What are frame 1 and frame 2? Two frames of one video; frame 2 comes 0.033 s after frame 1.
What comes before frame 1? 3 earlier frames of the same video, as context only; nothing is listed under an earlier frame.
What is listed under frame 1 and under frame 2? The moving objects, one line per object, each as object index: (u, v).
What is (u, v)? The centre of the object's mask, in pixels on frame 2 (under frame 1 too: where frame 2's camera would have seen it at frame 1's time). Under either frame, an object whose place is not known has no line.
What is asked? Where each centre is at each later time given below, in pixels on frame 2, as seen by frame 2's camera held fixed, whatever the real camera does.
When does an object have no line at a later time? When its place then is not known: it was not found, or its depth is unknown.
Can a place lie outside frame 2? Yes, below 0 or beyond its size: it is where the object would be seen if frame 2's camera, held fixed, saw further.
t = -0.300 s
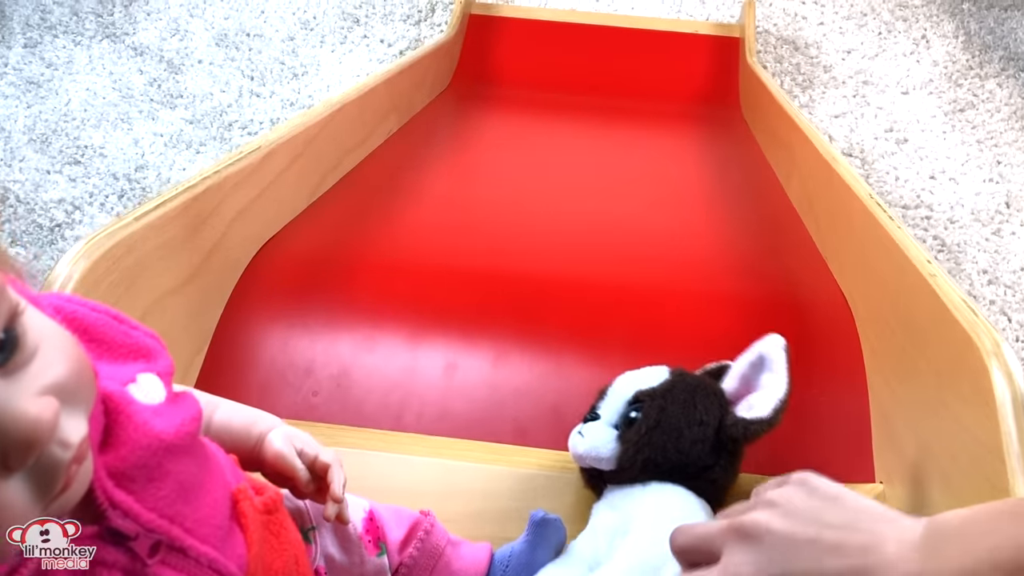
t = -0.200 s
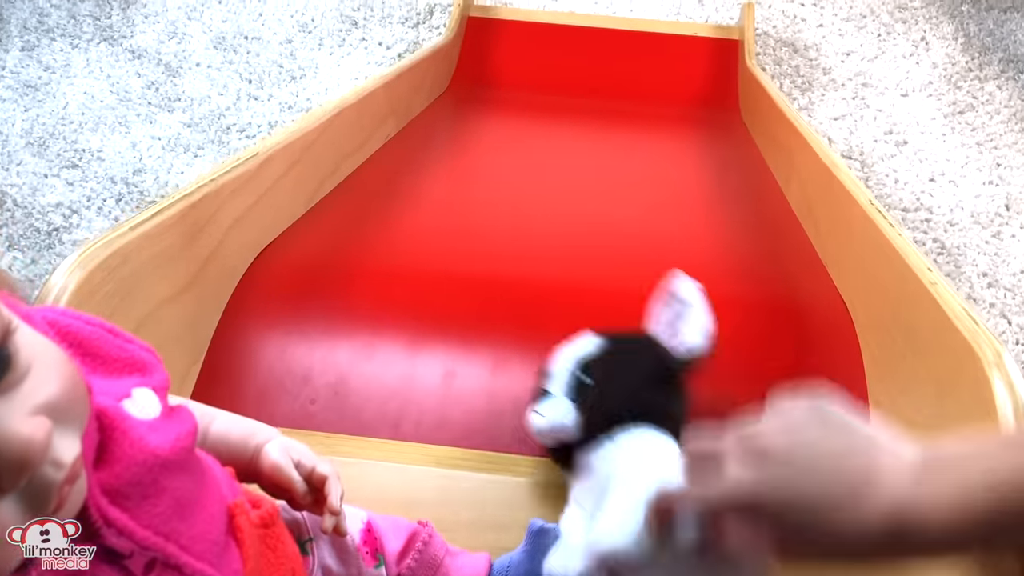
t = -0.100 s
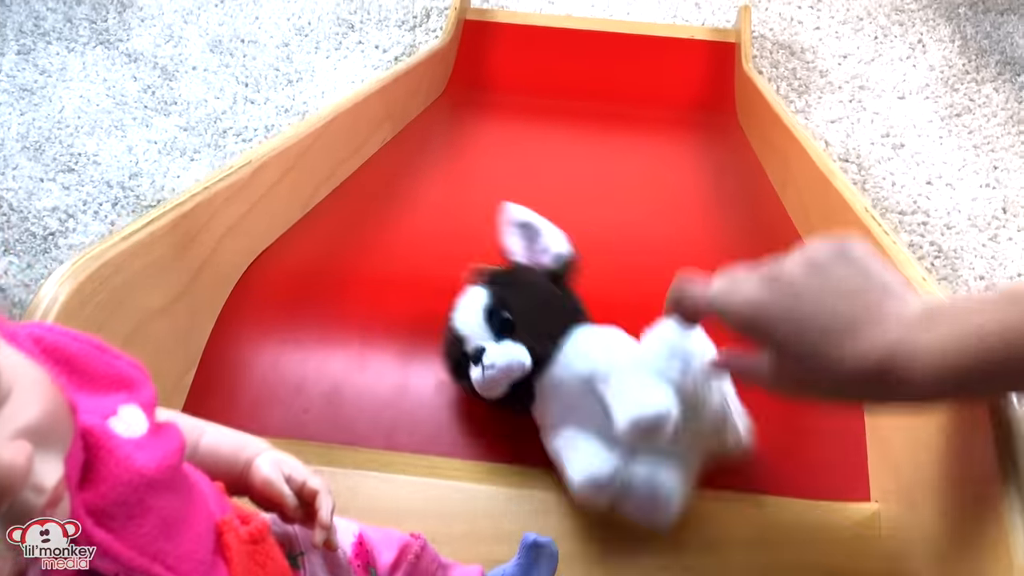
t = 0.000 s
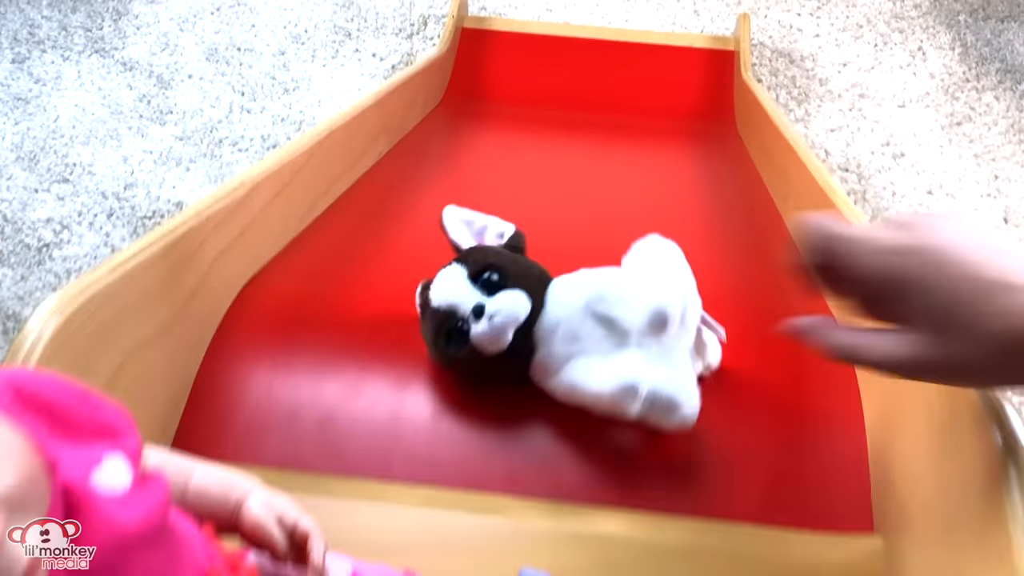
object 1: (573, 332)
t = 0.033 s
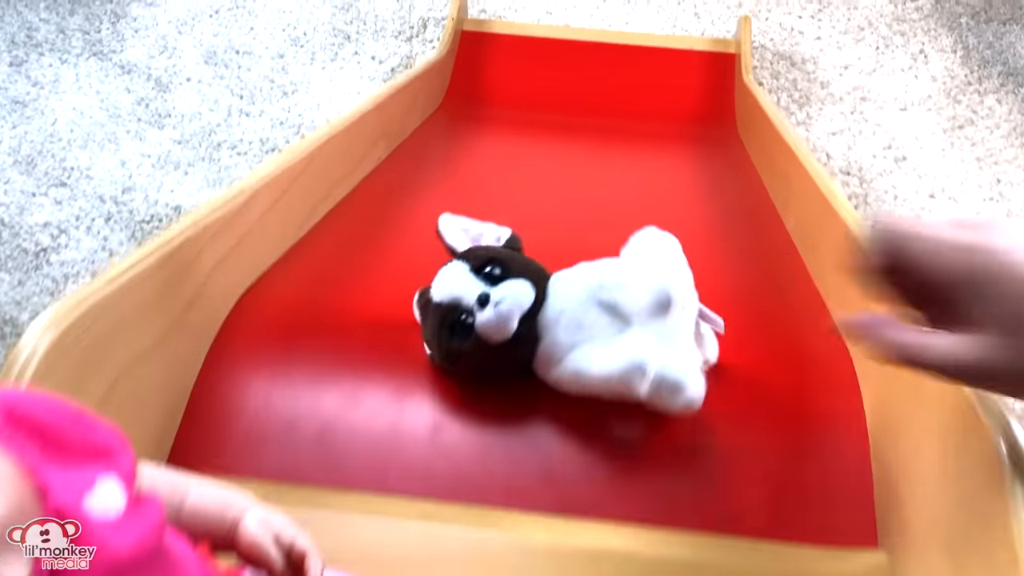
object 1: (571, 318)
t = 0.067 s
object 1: (569, 306)
